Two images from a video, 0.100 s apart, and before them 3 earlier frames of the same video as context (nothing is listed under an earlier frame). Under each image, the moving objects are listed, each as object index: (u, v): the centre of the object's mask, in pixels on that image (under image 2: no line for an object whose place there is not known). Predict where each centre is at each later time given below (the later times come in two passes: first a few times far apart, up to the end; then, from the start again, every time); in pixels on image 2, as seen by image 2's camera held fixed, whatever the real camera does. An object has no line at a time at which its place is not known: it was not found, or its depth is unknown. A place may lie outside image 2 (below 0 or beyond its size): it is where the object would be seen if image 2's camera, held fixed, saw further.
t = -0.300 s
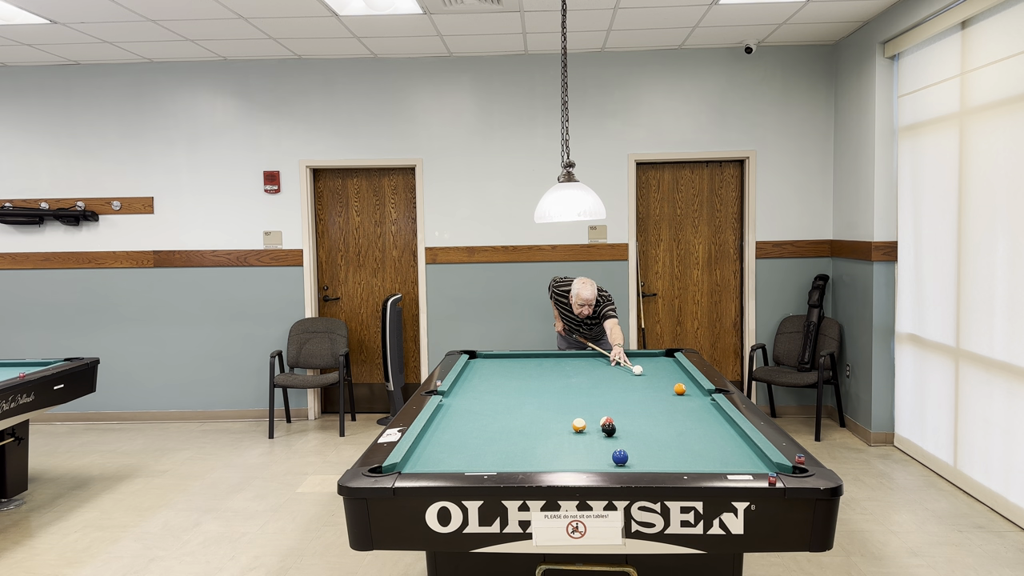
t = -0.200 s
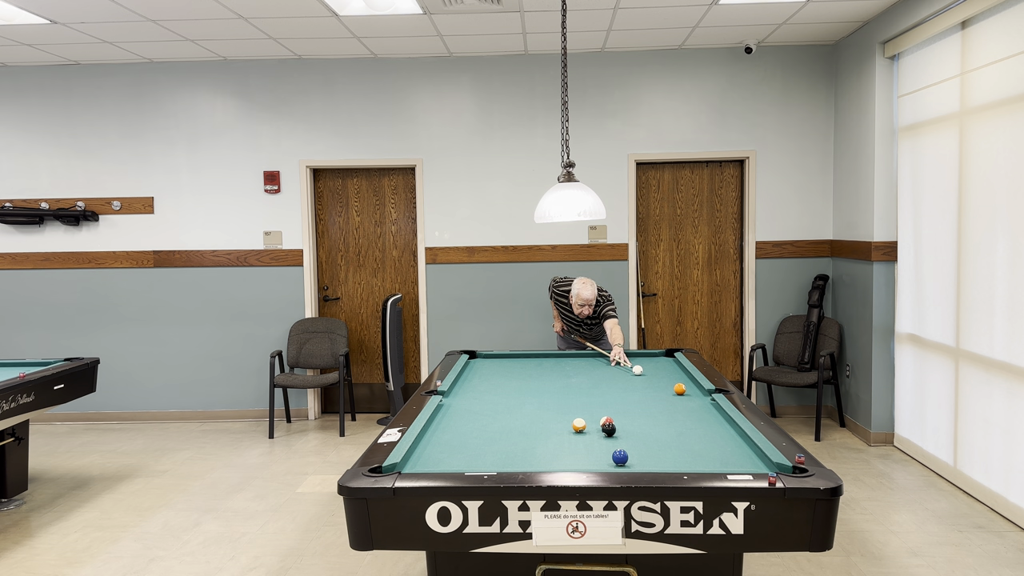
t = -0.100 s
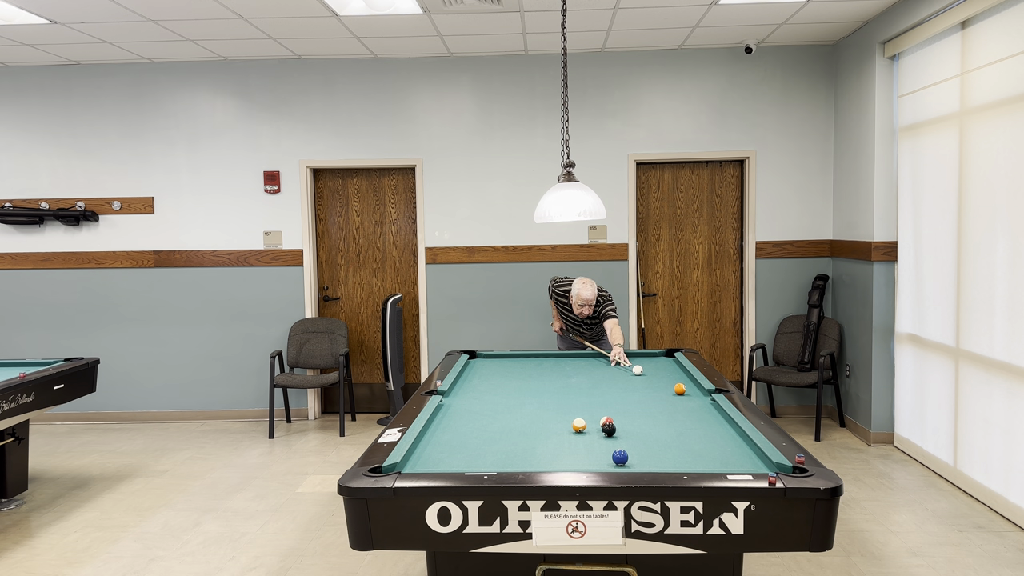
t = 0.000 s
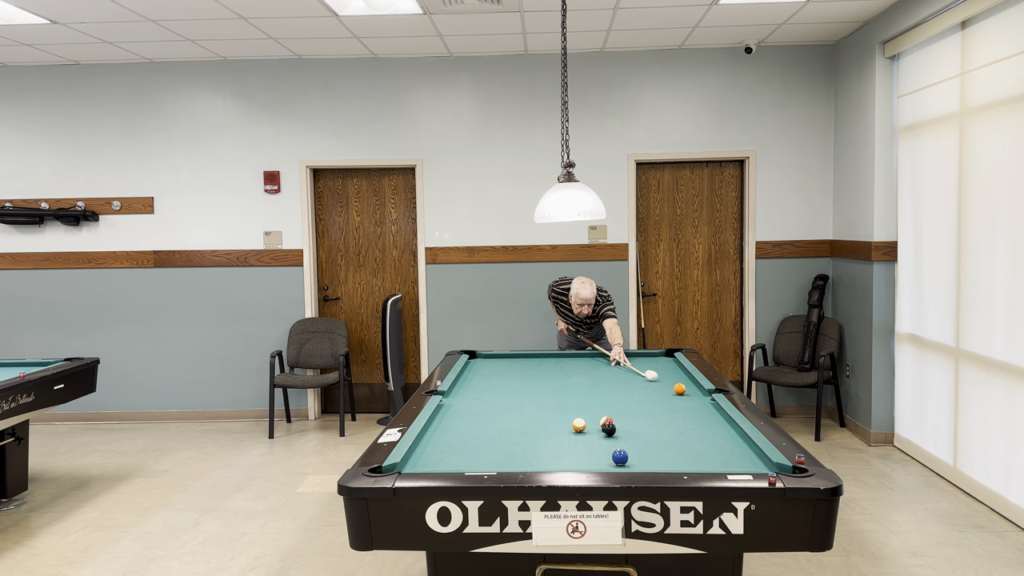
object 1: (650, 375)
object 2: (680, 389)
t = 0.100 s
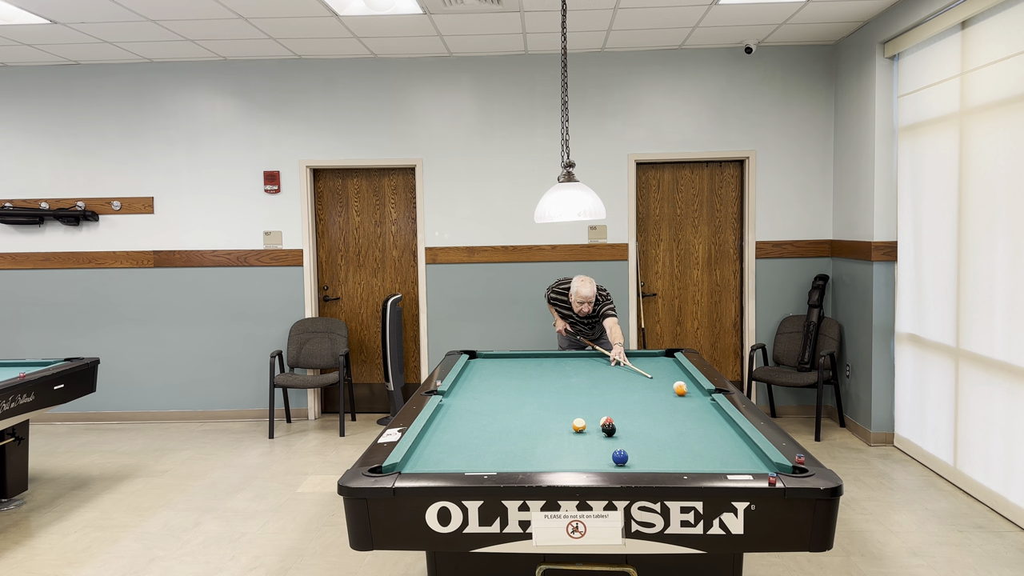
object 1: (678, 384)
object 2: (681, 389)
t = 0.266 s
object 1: (693, 386)
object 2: (701, 412)
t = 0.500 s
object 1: (678, 384)
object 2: (734, 446)
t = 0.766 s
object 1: (662, 382)
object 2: (750, 465)
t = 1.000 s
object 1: (650, 381)
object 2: (714, 462)
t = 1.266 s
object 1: (637, 380)
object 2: (680, 457)
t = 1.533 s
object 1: (625, 379)
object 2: (650, 452)
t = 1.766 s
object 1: (616, 378)
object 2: (626, 446)
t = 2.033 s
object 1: (606, 377)
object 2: (600, 443)
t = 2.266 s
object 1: (599, 376)
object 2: (580, 440)
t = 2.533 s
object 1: (592, 375)
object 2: (559, 437)
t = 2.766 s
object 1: (586, 375)
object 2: (542, 434)
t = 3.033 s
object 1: (581, 374)
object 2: (525, 431)
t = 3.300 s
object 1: (577, 374)
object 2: (509, 429)
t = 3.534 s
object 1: (574, 374)
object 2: (497, 427)
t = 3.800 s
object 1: (572, 373)
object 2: (484, 425)
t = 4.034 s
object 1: (571, 373)
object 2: (475, 423)
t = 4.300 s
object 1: (571, 373)
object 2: (465, 422)
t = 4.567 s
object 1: (571, 373)
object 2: (456, 421)
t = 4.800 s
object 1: (571, 373)
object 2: (450, 419)
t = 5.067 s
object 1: (571, 373)
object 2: (444, 418)
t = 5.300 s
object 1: (571, 373)
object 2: (440, 418)
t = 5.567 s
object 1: (571, 373)
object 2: (436, 417)
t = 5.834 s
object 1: (571, 373)
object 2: (436, 417)
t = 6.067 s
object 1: (571, 373)
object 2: (437, 417)
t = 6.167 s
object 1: (571, 373)
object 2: (437, 417)
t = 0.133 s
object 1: (685, 385)
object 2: (684, 394)
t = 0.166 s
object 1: (690, 386)
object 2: (688, 398)
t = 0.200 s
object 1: (695, 386)
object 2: (693, 403)
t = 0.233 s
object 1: (696, 386)
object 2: (697, 407)
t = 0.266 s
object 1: (693, 386)
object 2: (701, 412)
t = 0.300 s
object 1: (691, 386)
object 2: (705, 416)
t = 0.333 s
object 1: (689, 385)
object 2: (710, 421)
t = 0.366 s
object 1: (686, 385)
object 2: (714, 426)
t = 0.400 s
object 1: (684, 385)
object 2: (719, 431)
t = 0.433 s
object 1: (682, 385)
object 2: (723, 436)
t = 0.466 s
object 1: (680, 384)
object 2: (728, 441)
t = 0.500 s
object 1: (678, 384)
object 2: (734, 446)
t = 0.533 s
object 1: (676, 384)
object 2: (738, 452)
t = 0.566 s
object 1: (674, 384)
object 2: (744, 458)
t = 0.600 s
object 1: (672, 384)
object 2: (749, 462)
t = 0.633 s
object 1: (670, 383)
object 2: (755, 466)
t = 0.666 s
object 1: (668, 383)
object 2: (768, 465)
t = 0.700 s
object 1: (666, 383)
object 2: (769, 465)
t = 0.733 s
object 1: (664, 383)
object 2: (759, 465)
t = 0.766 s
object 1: (662, 382)
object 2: (750, 465)
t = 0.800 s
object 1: (661, 382)
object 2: (743, 465)
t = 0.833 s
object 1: (659, 382)
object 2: (737, 464)
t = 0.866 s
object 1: (657, 382)
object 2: (732, 464)
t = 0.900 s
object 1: (655, 382)
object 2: (727, 464)
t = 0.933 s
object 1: (653, 382)
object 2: (723, 463)
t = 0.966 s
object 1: (652, 381)
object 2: (718, 462)
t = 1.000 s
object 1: (650, 381)
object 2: (714, 462)
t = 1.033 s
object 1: (648, 381)
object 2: (710, 462)
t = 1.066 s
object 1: (647, 381)
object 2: (705, 461)
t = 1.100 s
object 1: (645, 381)
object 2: (701, 460)
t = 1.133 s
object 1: (643, 380)
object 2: (697, 460)
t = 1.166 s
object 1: (642, 380)
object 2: (693, 459)
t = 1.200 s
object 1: (640, 380)
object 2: (688, 459)
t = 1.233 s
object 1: (639, 380)
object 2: (684, 458)
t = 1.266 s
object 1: (637, 380)
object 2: (680, 457)
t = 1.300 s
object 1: (635, 380)
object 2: (676, 456)
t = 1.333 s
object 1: (634, 379)
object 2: (672, 456)
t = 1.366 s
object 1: (633, 379)
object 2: (668, 455)
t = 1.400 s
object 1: (631, 379)
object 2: (665, 454)
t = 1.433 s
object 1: (629, 379)
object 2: (661, 454)
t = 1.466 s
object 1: (628, 379)
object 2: (657, 453)
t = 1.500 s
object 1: (627, 379)
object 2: (653, 452)
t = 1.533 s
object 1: (625, 379)
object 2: (650, 452)
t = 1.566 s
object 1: (624, 378)
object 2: (646, 451)
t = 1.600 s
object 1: (623, 378)
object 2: (642, 451)
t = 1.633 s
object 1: (621, 378)
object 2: (639, 450)
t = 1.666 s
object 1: (620, 378)
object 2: (635, 449)
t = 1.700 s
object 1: (619, 378)
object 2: (632, 449)
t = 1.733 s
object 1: (617, 378)
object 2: (629, 448)
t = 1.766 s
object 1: (616, 378)
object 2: (626, 446)
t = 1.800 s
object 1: (615, 378)
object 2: (622, 445)
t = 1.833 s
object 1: (614, 377)
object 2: (618, 445)
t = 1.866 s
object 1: (612, 377)
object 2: (615, 445)
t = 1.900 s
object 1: (611, 377)
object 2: (612, 445)
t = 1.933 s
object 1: (610, 377)
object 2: (609, 445)
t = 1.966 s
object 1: (609, 377)
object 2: (606, 444)
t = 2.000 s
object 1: (608, 377)
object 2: (603, 444)
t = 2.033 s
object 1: (606, 377)
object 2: (600, 443)
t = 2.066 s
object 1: (605, 377)
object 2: (597, 443)
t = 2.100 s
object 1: (604, 376)
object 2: (594, 443)
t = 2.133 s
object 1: (603, 376)
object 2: (591, 442)
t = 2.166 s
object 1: (602, 376)
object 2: (588, 442)
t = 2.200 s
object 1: (601, 376)
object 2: (585, 441)
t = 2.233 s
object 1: (600, 376)
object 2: (582, 441)
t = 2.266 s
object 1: (599, 376)
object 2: (580, 440)
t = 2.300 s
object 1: (598, 376)
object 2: (577, 440)
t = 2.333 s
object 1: (597, 376)
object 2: (574, 439)
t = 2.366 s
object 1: (596, 376)
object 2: (571, 439)
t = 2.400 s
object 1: (595, 376)
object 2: (569, 438)
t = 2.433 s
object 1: (594, 376)
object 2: (566, 438)
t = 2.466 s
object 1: (594, 376)
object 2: (564, 438)
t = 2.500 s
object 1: (593, 375)
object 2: (561, 437)
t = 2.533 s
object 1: (592, 375)
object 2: (559, 437)
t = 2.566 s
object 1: (591, 375)
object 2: (556, 436)
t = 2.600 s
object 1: (590, 375)
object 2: (554, 436)
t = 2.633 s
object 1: (589, 375)
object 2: (551, 435)
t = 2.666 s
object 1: (589, 375)
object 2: (549, 435)
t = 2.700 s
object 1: (588, 375)
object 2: (546, 435)
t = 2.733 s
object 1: (587, 375)
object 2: (544, 434)
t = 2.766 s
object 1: (586, 375)
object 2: (542, 434)
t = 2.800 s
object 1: (586, 375)
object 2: (539, 434)
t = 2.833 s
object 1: (585, 375)
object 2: (537, 433)
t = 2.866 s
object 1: (584, 375)
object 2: (535, 433)
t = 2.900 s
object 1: (584, 375)
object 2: (533, 432)
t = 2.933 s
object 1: (583, 375)
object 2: (531, 432)
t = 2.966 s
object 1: (582, 374)
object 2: (529, 432)
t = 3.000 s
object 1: (582, 374)
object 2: (527, 432)
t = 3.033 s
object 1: (581, 374)
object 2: (525, 431)
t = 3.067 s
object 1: (580, 374)
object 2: (522, 431)
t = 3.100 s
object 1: (580, 374)
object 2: (520, 430)
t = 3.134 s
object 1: (579, 374)
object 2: (518, 430)
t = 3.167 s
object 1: (579, 374)
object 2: (517, 430)
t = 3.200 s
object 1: (578, 374)
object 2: (514, 429)
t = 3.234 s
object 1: (578, 374)
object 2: (513, 429)
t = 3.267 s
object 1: (577, 374)
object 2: (511, 429)
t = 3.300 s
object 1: (577, 374)
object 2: (509, 429)
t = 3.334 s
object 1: (576, 374)
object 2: (507, 428)
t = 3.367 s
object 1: (576, 374)
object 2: (505, 428)
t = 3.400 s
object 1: (575, 374)
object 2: (503, 428)
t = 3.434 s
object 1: (575, 374)
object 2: (502, 428)
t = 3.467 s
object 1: (575, 374)
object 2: (500, 427)
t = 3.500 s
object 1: (574, 374)
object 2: (498, 427)
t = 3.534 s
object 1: (574, 374)
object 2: (497, 427)
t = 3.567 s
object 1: (574, 374)
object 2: (495, 426)
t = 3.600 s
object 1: (573, 374)
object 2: (493, 426)
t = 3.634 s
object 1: (573, 374)
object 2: (492, 426)
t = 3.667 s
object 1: (573, 374)
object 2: (490, 426)
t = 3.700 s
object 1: (573, 374)
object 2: (489, 425)
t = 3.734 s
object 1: (572, 374)
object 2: (487, 425)
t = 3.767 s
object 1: (572, 373)
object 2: (486, 425)
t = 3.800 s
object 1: (572, 373)
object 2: (484, 425)
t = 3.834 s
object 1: (572, 373)
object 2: (483, 424)
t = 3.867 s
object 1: (572, 373)
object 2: (481, 424)
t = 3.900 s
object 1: (571, 373)
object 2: (480, 424)
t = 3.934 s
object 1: (571, 373)
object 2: (479, 424)
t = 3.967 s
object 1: (571, 373)
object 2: (477, 424)
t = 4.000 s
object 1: (571, 373)
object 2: (476, 423)
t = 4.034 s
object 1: (571, 373)
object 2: (475, 423)
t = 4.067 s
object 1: (571, 373)
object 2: (473, 423)
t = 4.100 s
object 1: (571, 373)
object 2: (472, 423)
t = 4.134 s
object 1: (571, 373)
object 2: (471, 423)
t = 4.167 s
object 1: (571, 373)
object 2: (470, 422)
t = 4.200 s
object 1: (571, 373)
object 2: (468, 422)
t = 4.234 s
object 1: (571, 373)
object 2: (467, 422)
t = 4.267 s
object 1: (571, 373)
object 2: (466, 422)
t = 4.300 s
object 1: (571, 373)
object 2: (465, 422)
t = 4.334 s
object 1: (571, 373)
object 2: (464, 422)
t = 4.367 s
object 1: (571, 373)
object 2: (463, 421)
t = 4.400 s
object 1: (571, 373)
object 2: (462, 421)
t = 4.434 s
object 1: (571, 373)
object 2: (460, 421)
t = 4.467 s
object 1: (571, 373)
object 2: (459, 421)
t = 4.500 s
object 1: (571, 373)
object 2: (458, 421)
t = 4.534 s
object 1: (571, 373)
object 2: (457, 421)
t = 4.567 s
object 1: (571, 373)
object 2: (456, 421)
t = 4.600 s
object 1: (571, 373)
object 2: (455, 420)
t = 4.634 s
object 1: (571, 373)
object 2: (455, 420)
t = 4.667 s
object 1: (571, 373)
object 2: (454, 420)
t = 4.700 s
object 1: (571, 373)
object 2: (453, 420)
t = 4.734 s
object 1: (571, 373)
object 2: (452, 420)
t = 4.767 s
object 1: (571, 373)
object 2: (451, 420)
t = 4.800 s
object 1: (571, 373)
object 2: (450, 419)
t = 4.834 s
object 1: (571, 373)
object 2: (449, 419)
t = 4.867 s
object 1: (571, 373)
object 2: (448, 419)
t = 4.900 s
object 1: (571, 373)
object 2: (448, 419)
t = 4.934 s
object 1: (571, 373)
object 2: (447, 419)
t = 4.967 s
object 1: (571, 373)
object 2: (446, 419)
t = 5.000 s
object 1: (571, 373)
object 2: (446, 419)
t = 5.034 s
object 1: (571, 373)
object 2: (445, 419)
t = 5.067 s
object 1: (571, 373)
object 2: (444, 418)
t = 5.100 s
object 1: (571, 373)
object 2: (443, 418)
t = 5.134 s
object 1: (571, 373)
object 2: (443, 418)
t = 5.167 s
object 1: (571, 373)
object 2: (442, 418)
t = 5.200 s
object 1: (571, 373)
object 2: (442, 418)
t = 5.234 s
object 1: (571, 373)
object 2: (441, 418)
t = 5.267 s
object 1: (571, 373)
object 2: (440, 418)
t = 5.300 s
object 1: (571, 373)
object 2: (440, 418)
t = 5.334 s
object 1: (571, 373)
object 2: (439, 418)
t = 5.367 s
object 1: (571, 373)
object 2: (439, 418)
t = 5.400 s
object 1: (571, 373)
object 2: (438, 418)
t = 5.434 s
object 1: (571, 373)
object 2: (438, 418)
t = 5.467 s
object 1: (571, 373)
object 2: (437, 418)
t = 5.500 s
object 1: (571, 373)
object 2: (437, 417)
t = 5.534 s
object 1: (571, 373)
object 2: (437, 417)
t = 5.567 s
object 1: (571, 373)
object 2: (436, 417)
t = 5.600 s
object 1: (571, 373)
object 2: (436, 417)
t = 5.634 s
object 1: (571, 373)
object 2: (435, 417)
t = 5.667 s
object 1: (571, 373)
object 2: (436, 417)
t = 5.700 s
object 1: (571, 373)
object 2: (436, 417)
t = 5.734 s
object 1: (571, 373)
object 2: (436, 417)
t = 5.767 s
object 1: (571, 373)
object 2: (436, 417)
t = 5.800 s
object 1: (571, 373)
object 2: (437, 417)
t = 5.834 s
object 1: (571, 373)
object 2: (436, 417)
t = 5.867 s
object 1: (571, 373)
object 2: (437, 417)
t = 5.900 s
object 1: (571, 373)
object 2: (437, 417)
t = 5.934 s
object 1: (571, 373)
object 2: (437, 417)
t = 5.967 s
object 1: (571, 373)
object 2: (437, 417)
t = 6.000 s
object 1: (571, 373)
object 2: (437, 417)
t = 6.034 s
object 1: (571, 373)
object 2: (437, 417)
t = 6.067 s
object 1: (571, 373)
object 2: (437, 417)
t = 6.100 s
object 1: (571, 373)
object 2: (437, 417)
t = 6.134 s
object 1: (571, 373)
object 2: (437, 417)
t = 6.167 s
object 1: (571, 373)
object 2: (437, 417)
